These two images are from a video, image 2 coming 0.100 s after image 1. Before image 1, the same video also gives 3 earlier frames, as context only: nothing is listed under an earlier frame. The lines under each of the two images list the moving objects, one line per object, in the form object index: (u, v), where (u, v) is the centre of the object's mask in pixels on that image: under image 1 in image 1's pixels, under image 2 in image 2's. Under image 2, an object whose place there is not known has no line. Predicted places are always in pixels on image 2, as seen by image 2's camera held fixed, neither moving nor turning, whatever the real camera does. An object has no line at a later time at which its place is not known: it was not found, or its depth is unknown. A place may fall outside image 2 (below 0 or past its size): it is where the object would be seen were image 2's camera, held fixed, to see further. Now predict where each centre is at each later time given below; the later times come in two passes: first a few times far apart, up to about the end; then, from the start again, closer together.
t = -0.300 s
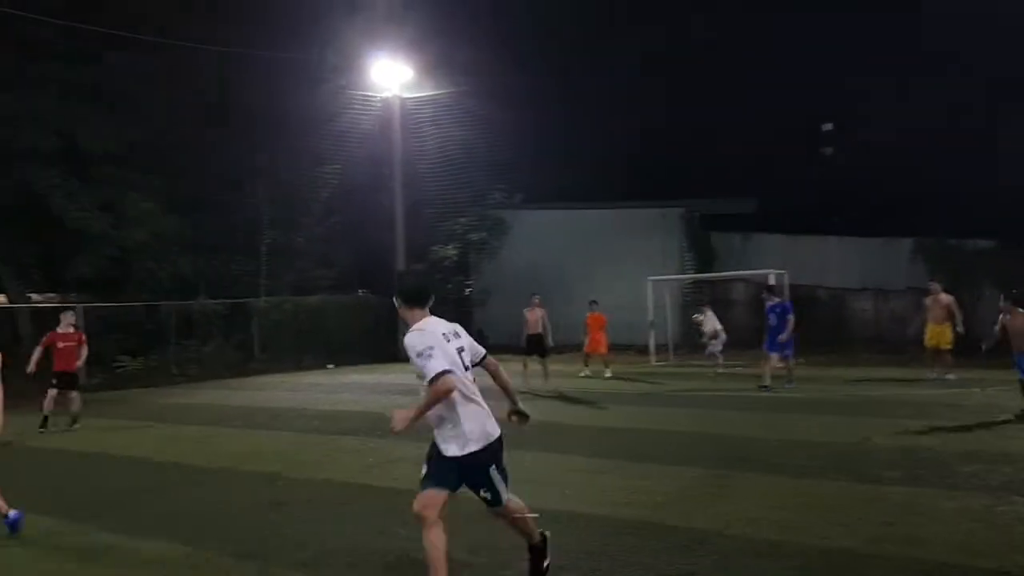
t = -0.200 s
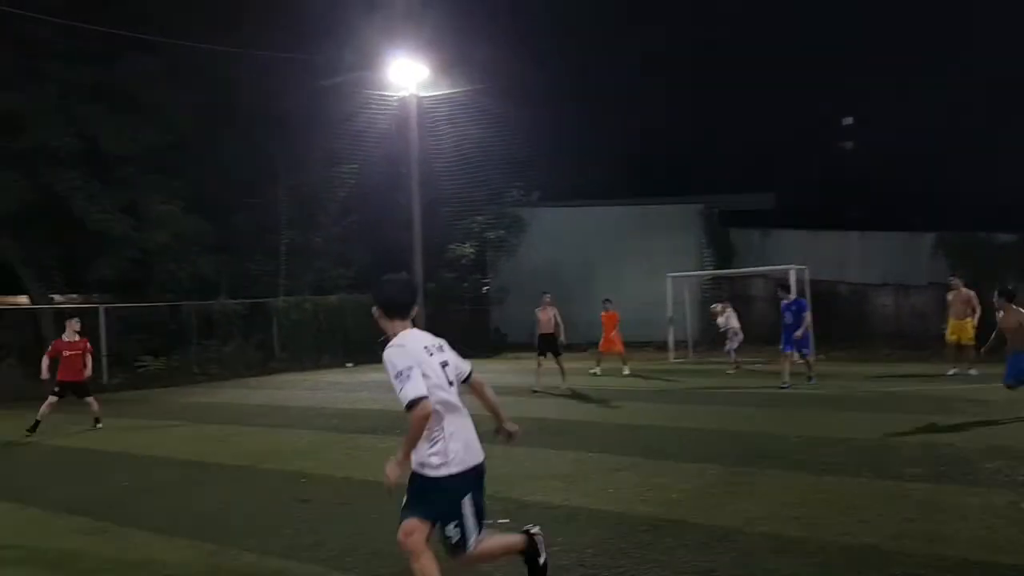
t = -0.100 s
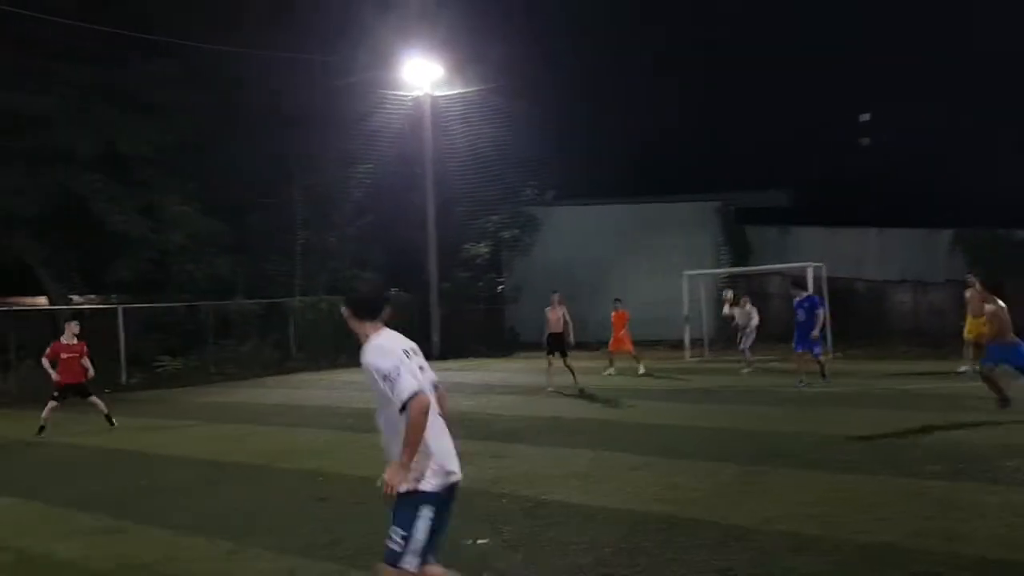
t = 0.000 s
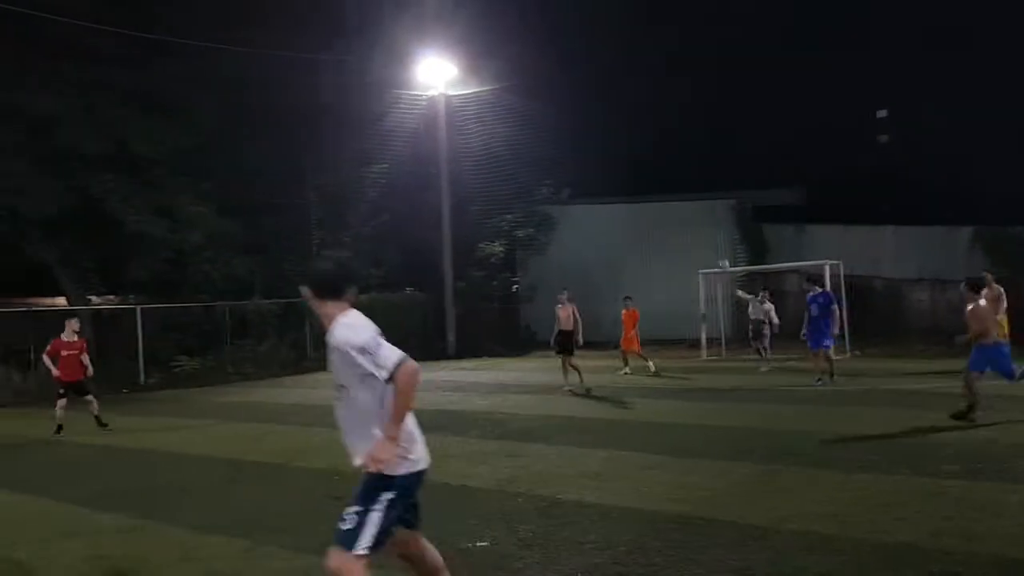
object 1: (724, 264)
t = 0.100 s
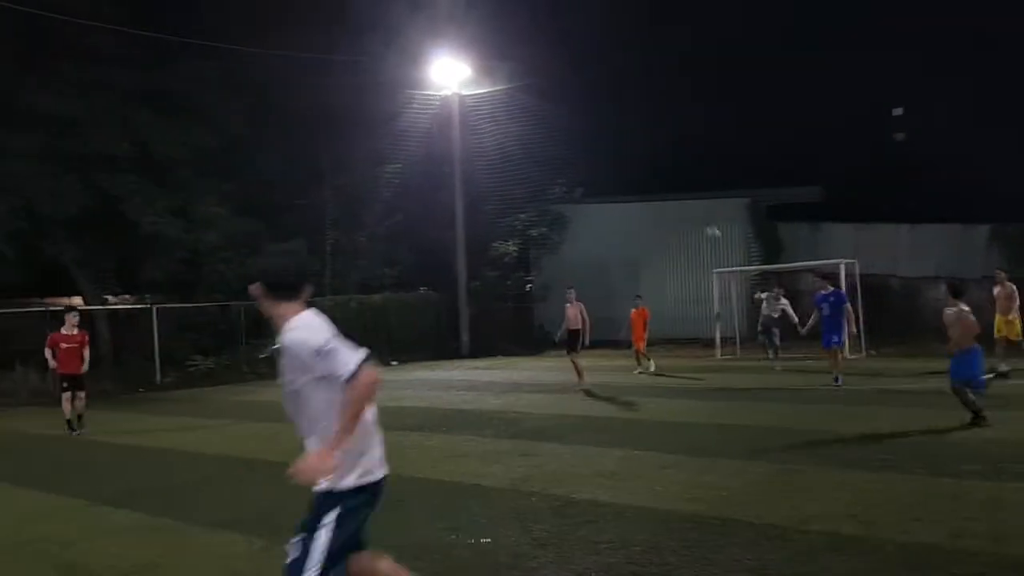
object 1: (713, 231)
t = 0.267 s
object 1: (667, 181)
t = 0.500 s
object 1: (586, 118)
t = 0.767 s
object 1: (453, 65)
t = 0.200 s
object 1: (687, 200)
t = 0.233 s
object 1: (678, 191)
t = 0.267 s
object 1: (667, 181)
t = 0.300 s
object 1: (657, 172)
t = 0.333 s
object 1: (646, 162)
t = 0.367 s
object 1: (634, 154)
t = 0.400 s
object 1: (623, 145)
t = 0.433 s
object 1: (612, 136)
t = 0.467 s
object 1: (599, 127)
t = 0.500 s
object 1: (586, 118)
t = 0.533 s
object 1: (573, 110)
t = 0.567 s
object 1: (559, 102)
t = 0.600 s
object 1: (543, 93)
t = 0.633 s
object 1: (529, 86)
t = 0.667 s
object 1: (518, 79)
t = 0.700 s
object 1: (496, 72)
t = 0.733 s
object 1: (482, 68)
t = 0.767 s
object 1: (453, 65)
